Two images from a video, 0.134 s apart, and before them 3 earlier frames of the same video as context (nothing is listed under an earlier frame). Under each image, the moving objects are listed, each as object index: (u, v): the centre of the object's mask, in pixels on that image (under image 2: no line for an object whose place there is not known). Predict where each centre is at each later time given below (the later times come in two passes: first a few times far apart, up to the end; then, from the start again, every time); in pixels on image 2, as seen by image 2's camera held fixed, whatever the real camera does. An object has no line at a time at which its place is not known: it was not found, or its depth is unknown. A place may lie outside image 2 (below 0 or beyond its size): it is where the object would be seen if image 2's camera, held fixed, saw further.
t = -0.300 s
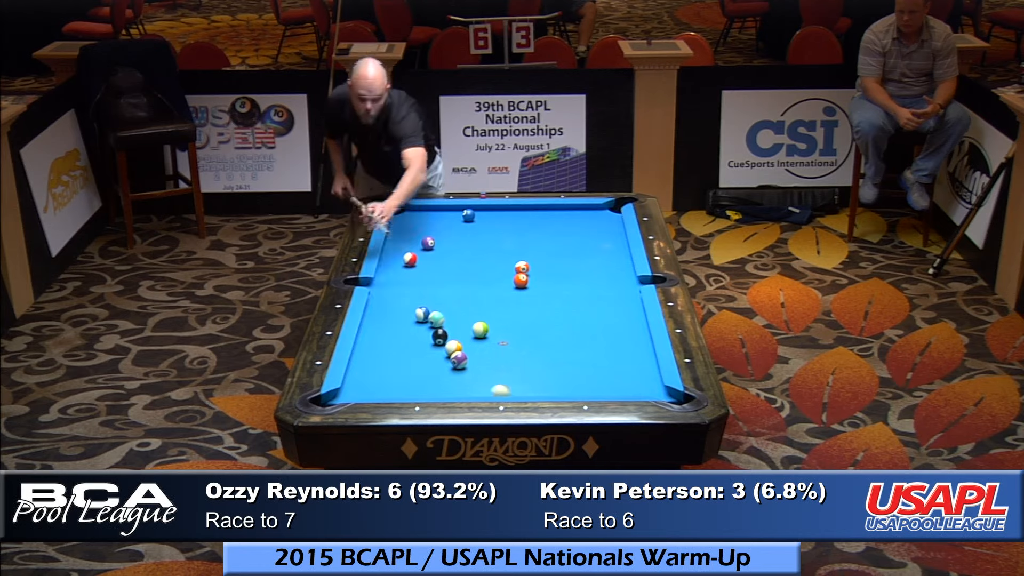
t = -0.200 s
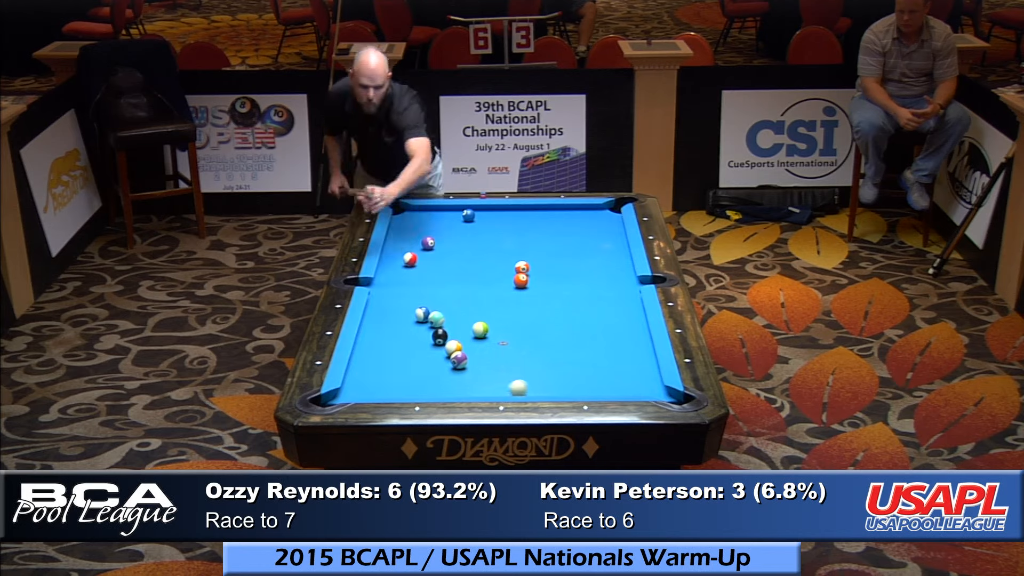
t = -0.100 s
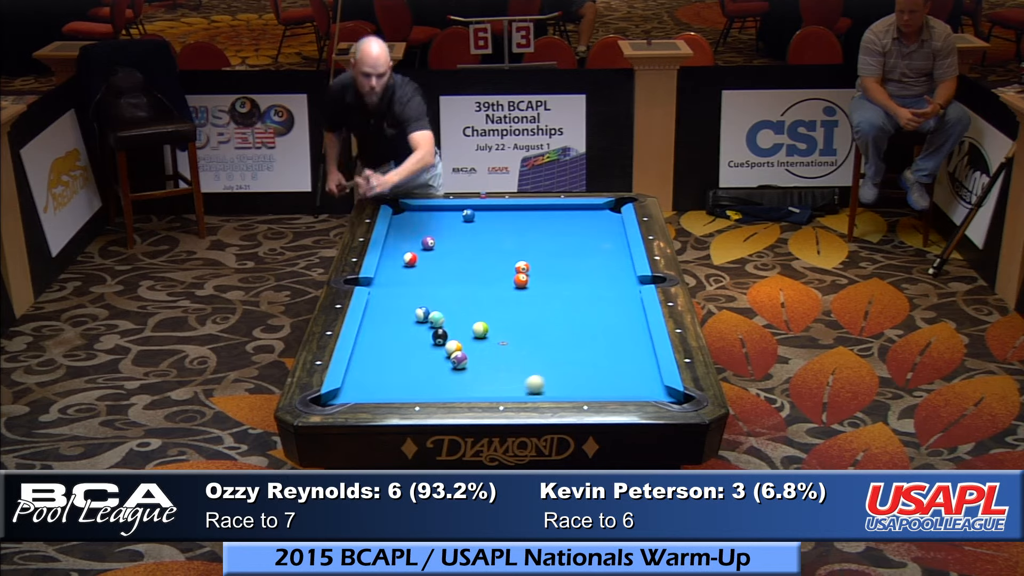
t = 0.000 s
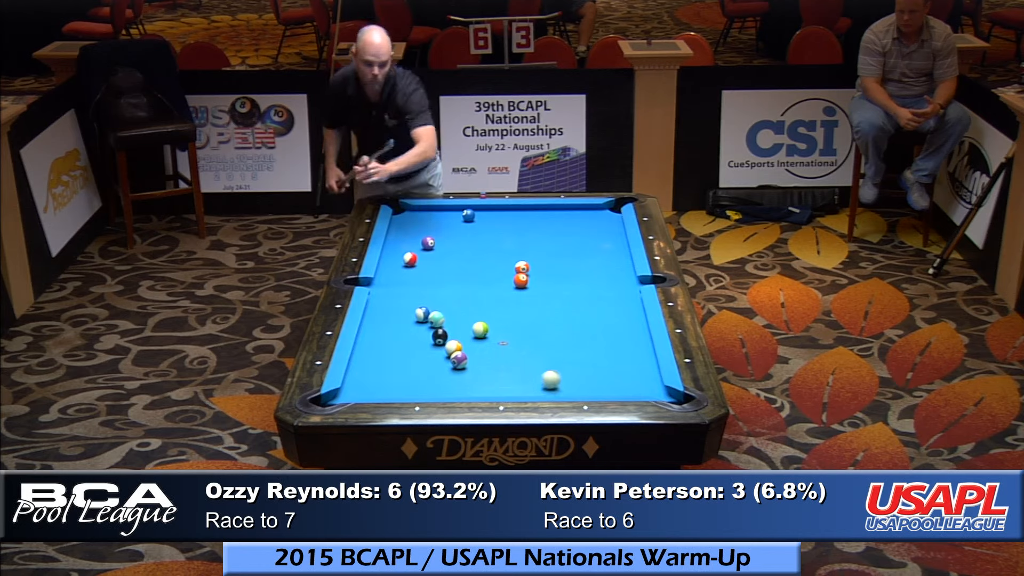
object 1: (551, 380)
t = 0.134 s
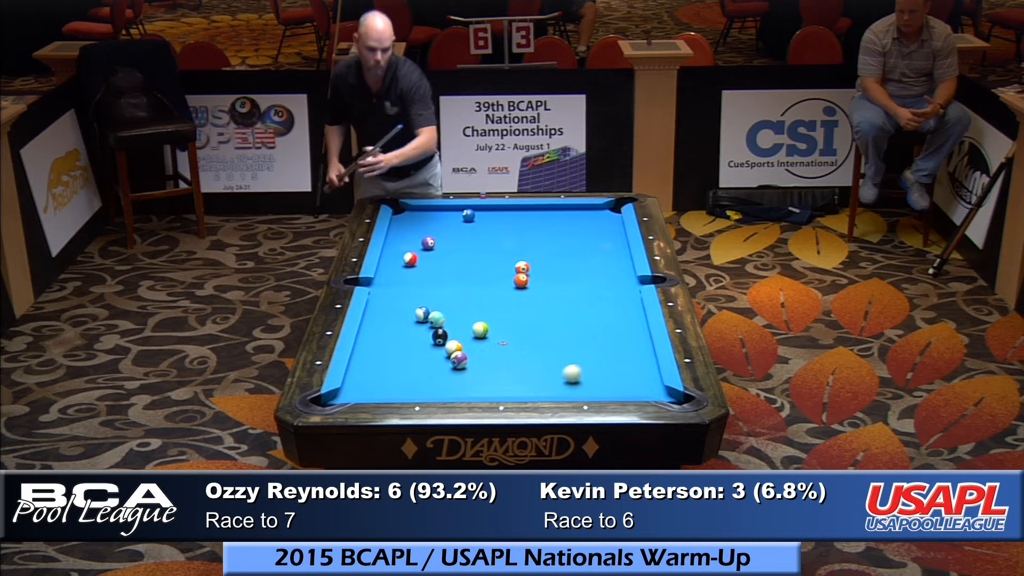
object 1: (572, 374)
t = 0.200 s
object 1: (582, 371)
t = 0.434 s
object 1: (617, 361)
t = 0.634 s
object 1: (644, 353)
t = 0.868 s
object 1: (626, 344)
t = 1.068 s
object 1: (607, 338)
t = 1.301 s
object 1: (586, 330)
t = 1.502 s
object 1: (569, 324)
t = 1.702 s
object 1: (553, 317)
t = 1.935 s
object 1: (536, 311)
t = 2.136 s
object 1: (522, 306)
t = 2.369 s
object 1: (507, 300)
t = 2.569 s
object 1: (495, 296)
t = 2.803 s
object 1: (482, 291)
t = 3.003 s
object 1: (471, 287)
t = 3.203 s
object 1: (461, 283)
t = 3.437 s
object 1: (451, 279)
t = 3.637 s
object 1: (443, 276)
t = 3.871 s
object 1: (433, 273)
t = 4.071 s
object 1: (426, 270)
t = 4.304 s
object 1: (419, 268)
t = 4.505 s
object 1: (413, 266)
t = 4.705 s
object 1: (408, 264)
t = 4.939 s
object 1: (404, 264)
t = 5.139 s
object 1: (401, 264)
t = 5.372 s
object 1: (399, 264)
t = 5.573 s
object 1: (397, 264)
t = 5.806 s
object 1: (397, 264)
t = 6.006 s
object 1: (397, 264)
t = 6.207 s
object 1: (397, 264)
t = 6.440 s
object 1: (397, 264)
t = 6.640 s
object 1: (397, 264)
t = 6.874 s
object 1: (397, 264)
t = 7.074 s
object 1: (397, 264)
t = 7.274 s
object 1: (397, 264)
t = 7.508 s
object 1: (397, 264)
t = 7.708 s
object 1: (397, 264)
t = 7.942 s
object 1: (397, 264)
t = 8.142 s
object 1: (397, 264)
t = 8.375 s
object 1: (397, 264)
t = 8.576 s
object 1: (397, 264)
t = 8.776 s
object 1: (397, 264)
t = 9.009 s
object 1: (397, 264)
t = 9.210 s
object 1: (397, 264)
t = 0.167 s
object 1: (577, 372)
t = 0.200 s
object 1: (582, 371)
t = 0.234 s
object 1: (587, 369)
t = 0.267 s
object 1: (592, 368)
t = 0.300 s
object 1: (597, 367)
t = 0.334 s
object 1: (602, 365)
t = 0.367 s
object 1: (607, 364)
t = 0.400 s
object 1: (612, 363)
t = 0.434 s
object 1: (617, 361)
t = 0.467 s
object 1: (621, 360)
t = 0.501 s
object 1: (626, 359)
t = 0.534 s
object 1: (631, 357)
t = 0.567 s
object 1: (635, 356)
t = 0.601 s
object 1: (640, 354)
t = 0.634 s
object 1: (644, 353)
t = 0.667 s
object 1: (647, 352)
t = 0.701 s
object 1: (644, 351)
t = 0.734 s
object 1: (640, 350)
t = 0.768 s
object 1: (636, 348)
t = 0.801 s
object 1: (633, 347)
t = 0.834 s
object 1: (630, 346)
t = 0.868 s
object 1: (626, 344)
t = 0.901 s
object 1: (623, 343)
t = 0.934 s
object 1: (620, 342)
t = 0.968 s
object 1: (616, 341)
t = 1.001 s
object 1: (613, 340)
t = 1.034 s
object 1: (610, 338)
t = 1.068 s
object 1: (607, 338)
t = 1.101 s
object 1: (604, 336)
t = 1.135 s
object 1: (601, 335)
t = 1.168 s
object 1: (598, 334)
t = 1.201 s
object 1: (595, 333)
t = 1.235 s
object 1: (592, 332)
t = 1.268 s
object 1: (589, 331)
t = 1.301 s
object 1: (586, 330)
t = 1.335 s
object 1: (583, 329)
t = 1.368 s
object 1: (580, 328)
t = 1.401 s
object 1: (578, 327)
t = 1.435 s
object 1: (575, 325)
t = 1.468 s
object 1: (572, 325)
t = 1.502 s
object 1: (569, 324)
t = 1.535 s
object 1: (566, 322)
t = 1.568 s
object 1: (564, 321)
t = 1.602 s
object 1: (561, 321)
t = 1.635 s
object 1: (558, 319)
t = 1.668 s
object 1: (556, 318)
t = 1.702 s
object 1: (553, 317)
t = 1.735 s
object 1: (551, 317)
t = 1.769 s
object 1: (548, 315)
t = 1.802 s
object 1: (546, 315)
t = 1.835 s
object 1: (543, 314)
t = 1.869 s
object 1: (541, 313)
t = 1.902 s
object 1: (538, 312)
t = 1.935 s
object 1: (536, 311)
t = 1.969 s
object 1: (534, 310)
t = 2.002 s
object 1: (531, 309)
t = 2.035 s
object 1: (529, 308)
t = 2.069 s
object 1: (527, 308)
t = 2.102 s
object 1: (525, 307)
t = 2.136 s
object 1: (522, 306)
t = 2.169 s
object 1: (520, 305)
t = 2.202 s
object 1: (518, 305)
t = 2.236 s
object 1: (516, 303)
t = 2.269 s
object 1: (513, 303)
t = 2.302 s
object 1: (511, 302)
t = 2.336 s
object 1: (509, 301)
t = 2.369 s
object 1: (507, 300)
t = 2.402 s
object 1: (505, 300)
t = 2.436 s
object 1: (503, 299)
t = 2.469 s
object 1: (501, 298)
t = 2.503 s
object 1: (499, 297)
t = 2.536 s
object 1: (497, 296)
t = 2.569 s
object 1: (495, 296)
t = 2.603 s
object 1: (493, 295)
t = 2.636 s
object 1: (491, 294)
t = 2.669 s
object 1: (489, 294)
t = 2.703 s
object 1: (487, 293)
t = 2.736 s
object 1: (485, 292)
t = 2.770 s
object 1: (484, 292)
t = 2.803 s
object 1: (482, 291)
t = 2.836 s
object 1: (480, 290)
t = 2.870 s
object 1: (478, 290)
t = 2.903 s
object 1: (476, 289)
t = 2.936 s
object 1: (475, 288)
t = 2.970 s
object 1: (473, 288)
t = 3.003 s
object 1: (471, 287)
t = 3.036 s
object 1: (470, 286)
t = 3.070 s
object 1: (468, 286)
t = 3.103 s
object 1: (466, 285)
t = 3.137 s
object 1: (465, 284)
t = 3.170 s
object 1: (463, 284)
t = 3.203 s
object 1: (461, 283)
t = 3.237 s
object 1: (460, 283)
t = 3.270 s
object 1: (458, 282)
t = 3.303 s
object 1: (457, 282)
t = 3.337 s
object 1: (455, 281)
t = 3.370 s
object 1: (454, 280)
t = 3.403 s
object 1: (452, 280)
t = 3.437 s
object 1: (451, 279)
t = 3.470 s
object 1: (449, 279)
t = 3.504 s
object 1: (448, 278)
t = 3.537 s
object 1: (446, 278)
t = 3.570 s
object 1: (445, 277)
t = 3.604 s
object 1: (444, 277)
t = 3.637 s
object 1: (443, 276)
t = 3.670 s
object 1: (441, 276)
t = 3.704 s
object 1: (440, 276)
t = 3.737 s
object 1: (438, 275)
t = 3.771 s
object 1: (437, 274)
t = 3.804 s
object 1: (436, 274)
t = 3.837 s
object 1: (435, 274)
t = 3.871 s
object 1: (433, 273)
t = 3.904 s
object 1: (432, 273)
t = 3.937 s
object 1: (431, 272)
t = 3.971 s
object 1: (430, 272)
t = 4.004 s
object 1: (429, 271)
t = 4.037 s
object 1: (427, 271)
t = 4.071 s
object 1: (426, 270)
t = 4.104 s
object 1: (425, 270)
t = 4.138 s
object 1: (424, 270)
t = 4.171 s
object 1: (423, 269)
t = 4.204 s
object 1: (422, 269)
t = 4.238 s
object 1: (421, 268)
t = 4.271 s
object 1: (420, 268)
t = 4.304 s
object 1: (419, 268)
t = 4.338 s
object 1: (418, 267)
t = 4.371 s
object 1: (417, 267)
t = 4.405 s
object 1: (416, 267)
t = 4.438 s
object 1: (415, 266)
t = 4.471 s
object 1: (414, 266)
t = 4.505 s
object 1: (413, 266)
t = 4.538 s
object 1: (412, 266)
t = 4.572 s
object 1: (411, 265)
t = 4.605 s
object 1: (410, 265)
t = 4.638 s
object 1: (410, 264)
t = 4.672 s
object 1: (409, 264)
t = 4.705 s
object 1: (408, 264)
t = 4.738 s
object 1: (407, 264)
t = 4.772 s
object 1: (407, 264)
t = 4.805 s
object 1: (406, 264)
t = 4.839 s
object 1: (406, 264)
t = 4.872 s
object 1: (405, 264)
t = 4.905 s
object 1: (405, 264)
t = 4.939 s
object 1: (404, 264)
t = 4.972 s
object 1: (403, 264)
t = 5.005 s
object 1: (403, 264)
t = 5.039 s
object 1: (402, 264)
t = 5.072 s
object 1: (402, 264)
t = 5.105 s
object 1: (401, 264)
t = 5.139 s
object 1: (401, 264)
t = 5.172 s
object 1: (400, 264)
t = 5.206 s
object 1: (400, 264)
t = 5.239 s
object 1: (400, 264)
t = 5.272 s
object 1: (399, 264)
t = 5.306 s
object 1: (399, 264)
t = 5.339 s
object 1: (399, 264)
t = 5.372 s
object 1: (399, 264)
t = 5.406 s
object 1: (398, 264)
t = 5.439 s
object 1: (398, 264)
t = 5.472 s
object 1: (398, 264)
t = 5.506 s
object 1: (398, 264)
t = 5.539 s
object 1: (398, 264)
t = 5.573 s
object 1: (397, 264)
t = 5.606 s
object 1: (397, 264)
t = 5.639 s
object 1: (397, 264)
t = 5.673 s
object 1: (397, 264)
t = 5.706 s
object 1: (397, 264)
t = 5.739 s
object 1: (397, 264)
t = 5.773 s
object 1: (397, 264)
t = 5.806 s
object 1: (397, 264)
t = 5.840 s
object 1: (397, 264)
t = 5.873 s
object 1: (397, 264)
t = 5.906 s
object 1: (397, 264)
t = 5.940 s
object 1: (397, 264)
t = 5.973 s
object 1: (397, 264)
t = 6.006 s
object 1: (397, 264)
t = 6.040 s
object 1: (397, 264)
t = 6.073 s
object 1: (397, 264)
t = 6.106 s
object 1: (397, 264)
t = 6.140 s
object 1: (397, 264)
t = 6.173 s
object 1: (397, 264)
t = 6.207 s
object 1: (397, 264)
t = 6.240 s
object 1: (397, 264)
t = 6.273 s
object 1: (397, 264)
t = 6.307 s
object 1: (397, 264)
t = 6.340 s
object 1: (397, 264)
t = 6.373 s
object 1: (397, 264)
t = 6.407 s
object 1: (397, 264)
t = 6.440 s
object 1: (397, 264)
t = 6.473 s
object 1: (397, 264)
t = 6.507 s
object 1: (397, 264)
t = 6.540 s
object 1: (397, 264)
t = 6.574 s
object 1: (397, 264)
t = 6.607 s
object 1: (397, 264)
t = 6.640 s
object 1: (397, 264)
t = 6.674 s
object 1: (397, 264)
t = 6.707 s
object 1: (397, 264)
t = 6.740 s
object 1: (397, 264)
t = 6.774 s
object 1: (397, 264)
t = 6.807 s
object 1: (397, 264)
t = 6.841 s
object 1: (397, 264)
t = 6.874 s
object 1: (397, 264)
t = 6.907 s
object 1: (397, 264)
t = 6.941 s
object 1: (397, 264)
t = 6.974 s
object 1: (397, 264)
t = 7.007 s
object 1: (397, 264)
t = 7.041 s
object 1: (397, 264)
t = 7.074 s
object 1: (397, 264)
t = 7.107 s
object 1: (397, 264)
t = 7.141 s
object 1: (397, 264)
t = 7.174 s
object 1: (397, 264)
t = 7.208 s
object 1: (397, 264)
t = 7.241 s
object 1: (397, 264)
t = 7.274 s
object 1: (397, 264)
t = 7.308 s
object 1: (397, 264)
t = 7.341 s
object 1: (397, 264)
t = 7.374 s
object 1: (397, 264)
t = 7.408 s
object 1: (397, 264)
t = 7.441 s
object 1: (397, 264)
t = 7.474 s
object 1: (397, 264)
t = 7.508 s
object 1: (397, 264)
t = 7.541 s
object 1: (397, 264)
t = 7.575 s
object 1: (397, 264)
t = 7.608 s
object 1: (397, 264)
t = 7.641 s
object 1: (397, 264)
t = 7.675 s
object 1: (397, 264)
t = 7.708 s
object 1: (397, 264)
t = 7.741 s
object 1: (397, 264)
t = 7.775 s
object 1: (397, 264)
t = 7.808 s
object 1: (397, 264)
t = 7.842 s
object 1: (397, 264)
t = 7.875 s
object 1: (397, 264)
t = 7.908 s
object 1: (397, 264)
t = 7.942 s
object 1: (397, 264)
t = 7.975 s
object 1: (397, 264)
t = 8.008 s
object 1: (397, 264)
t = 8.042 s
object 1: (397, 264)
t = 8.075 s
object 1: (397, 264)
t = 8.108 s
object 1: (397, 264)
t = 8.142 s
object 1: (397, 264)
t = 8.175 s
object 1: (397, 264)
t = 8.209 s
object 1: (397, 264)
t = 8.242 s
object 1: (397, 264)
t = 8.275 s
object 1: (397, 264)
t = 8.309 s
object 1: (397, 264)
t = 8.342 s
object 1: (397, 264)
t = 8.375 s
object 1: (397, 264)
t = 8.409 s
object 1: (397, 264)
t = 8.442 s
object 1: (397, 264)
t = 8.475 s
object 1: (397, 264)
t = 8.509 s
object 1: (397, 264)
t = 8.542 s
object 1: (397, 264)
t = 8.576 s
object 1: (397, 264)
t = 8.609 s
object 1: (397, 264)
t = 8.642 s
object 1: (397, 264)
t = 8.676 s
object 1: (397, 264)
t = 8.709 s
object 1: (397, 264)
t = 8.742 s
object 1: (397, 264)
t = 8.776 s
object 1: (397, 264)
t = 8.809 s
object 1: (397, 264)
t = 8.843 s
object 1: (397, 264)
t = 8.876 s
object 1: (397, 264)
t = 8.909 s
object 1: (397, 264)
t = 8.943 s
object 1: (397, 264)
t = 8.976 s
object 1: (397, 264)
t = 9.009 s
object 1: (397, 264)
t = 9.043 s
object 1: (397, 264)
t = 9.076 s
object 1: (397, 264)
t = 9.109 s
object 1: (397, 264)
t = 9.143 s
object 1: (397, 264)
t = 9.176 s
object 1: (397, 264)
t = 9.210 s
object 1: (397, 264)
